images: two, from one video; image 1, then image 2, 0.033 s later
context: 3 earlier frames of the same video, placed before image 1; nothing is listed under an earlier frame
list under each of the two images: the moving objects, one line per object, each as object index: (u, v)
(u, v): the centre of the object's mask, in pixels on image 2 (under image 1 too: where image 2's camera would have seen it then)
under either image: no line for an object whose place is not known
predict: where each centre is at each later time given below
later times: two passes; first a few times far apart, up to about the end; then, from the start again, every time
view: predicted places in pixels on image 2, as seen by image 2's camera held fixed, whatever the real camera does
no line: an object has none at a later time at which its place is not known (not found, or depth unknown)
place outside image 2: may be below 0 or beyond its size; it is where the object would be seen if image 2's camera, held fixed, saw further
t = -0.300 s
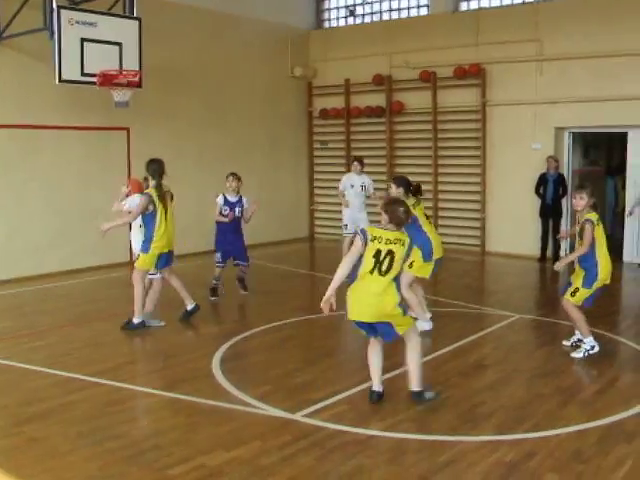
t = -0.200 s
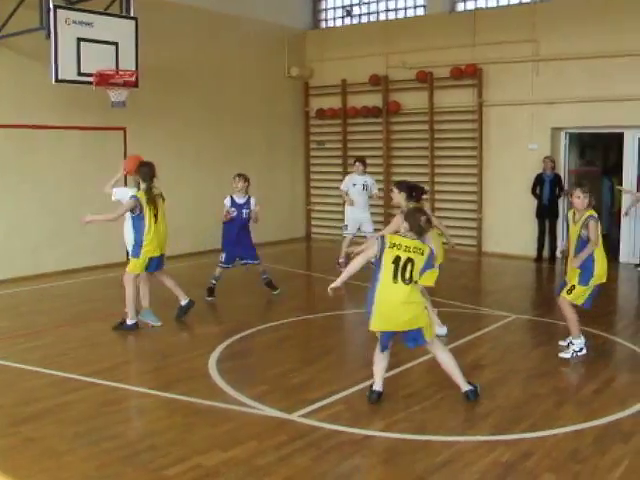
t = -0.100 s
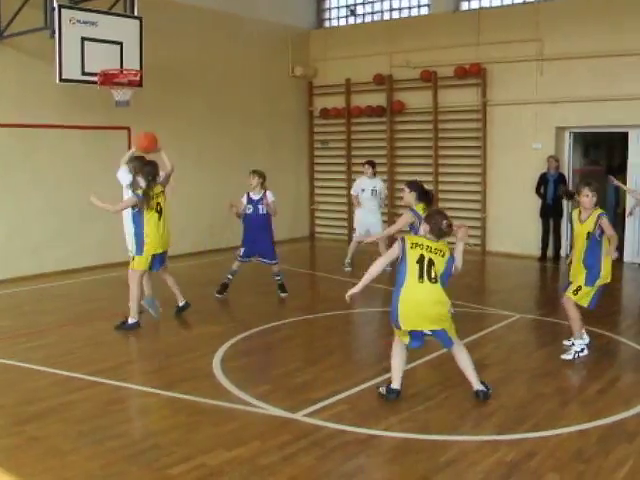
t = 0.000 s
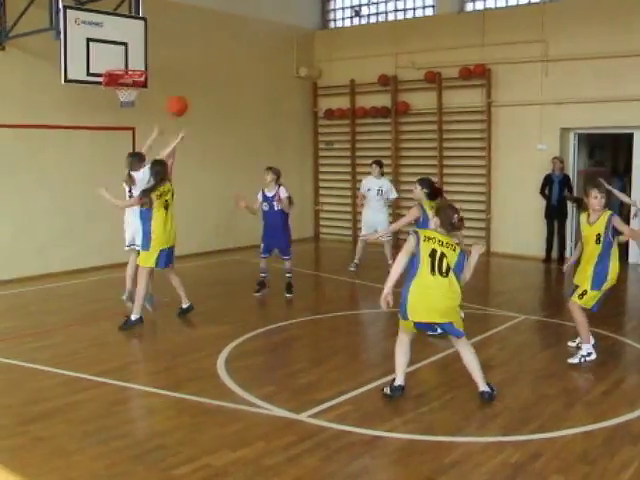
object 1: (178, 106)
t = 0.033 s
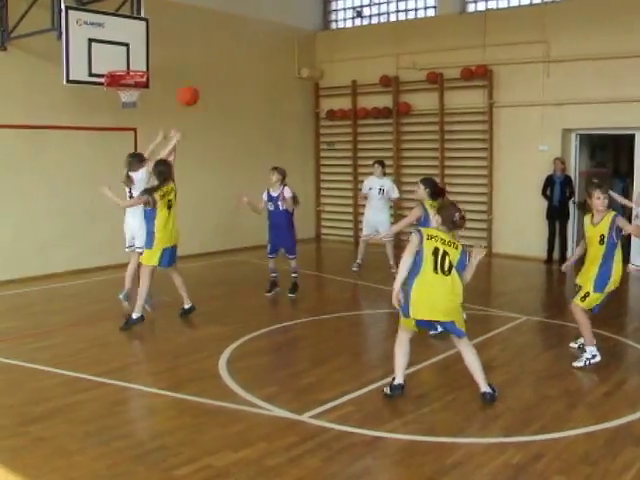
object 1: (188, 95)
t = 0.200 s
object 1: (234, 60)
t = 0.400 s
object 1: (283, 54)
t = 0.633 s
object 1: (332, 86)
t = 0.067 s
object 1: (198, 85)
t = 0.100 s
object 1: (207, 77)
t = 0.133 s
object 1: (216, 71)
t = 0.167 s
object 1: (226, 65)
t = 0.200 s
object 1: (234, 60)
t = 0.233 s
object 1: (242, 56)
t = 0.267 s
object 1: (251, 54)
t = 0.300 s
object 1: (259, 53)
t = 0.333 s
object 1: (267, 53)
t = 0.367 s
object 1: (275, 53)
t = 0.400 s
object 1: (283, 54)
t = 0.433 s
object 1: (290, 56)
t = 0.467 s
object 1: (298, 60)
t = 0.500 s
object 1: (304, 64)
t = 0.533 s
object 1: (312, 68)
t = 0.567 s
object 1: (317, 74)
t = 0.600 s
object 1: (324, 80)
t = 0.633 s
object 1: (332, 86)
